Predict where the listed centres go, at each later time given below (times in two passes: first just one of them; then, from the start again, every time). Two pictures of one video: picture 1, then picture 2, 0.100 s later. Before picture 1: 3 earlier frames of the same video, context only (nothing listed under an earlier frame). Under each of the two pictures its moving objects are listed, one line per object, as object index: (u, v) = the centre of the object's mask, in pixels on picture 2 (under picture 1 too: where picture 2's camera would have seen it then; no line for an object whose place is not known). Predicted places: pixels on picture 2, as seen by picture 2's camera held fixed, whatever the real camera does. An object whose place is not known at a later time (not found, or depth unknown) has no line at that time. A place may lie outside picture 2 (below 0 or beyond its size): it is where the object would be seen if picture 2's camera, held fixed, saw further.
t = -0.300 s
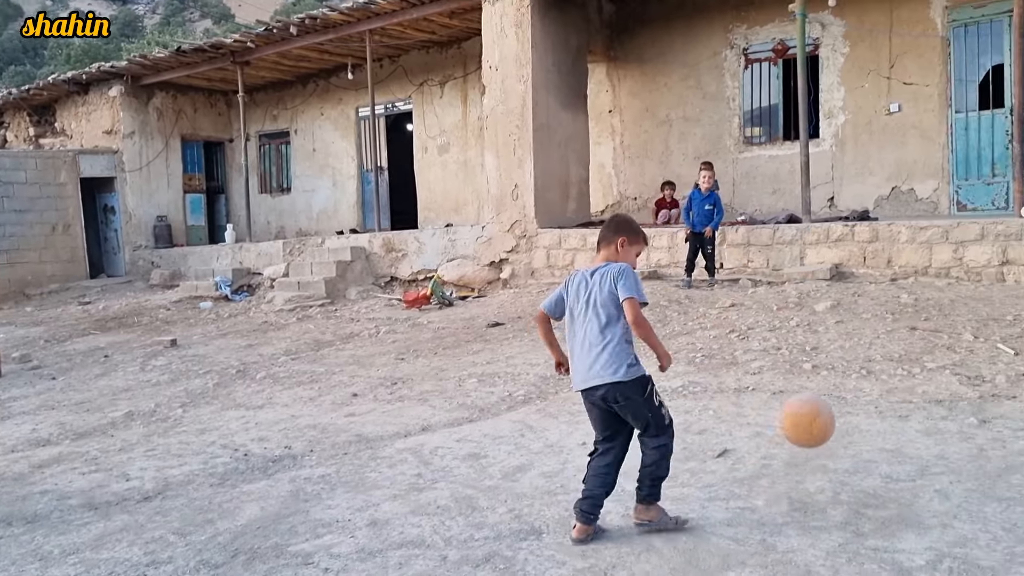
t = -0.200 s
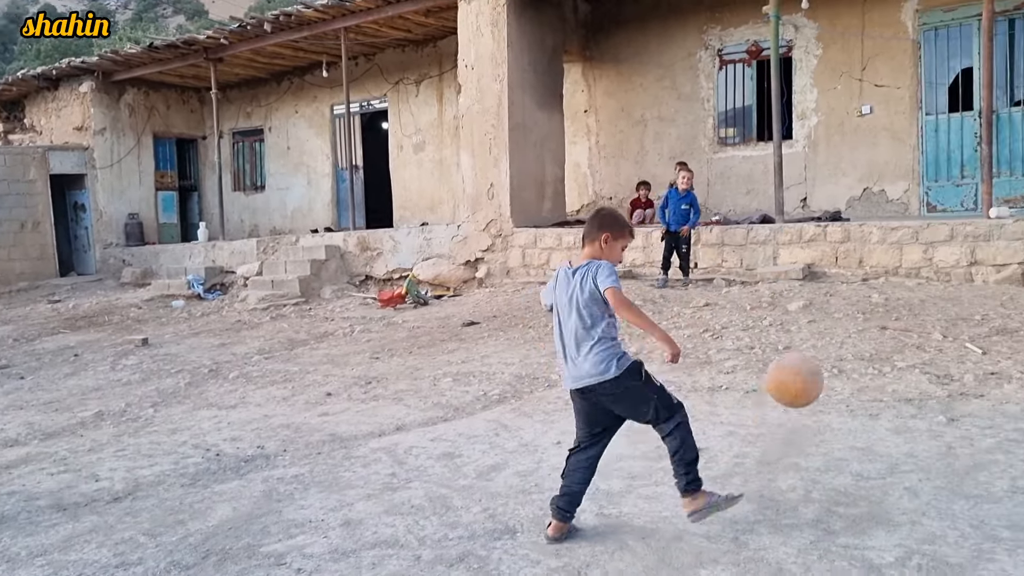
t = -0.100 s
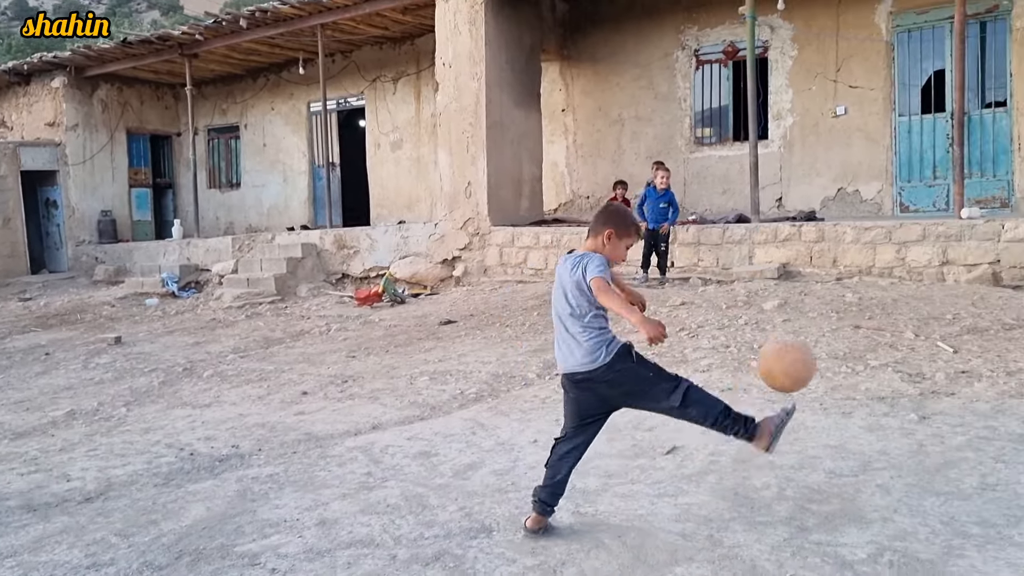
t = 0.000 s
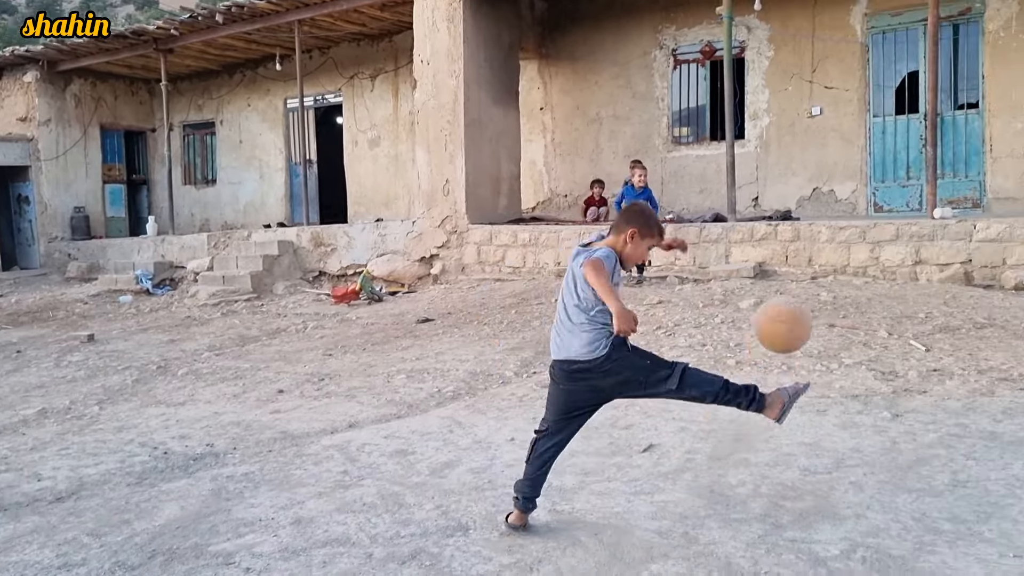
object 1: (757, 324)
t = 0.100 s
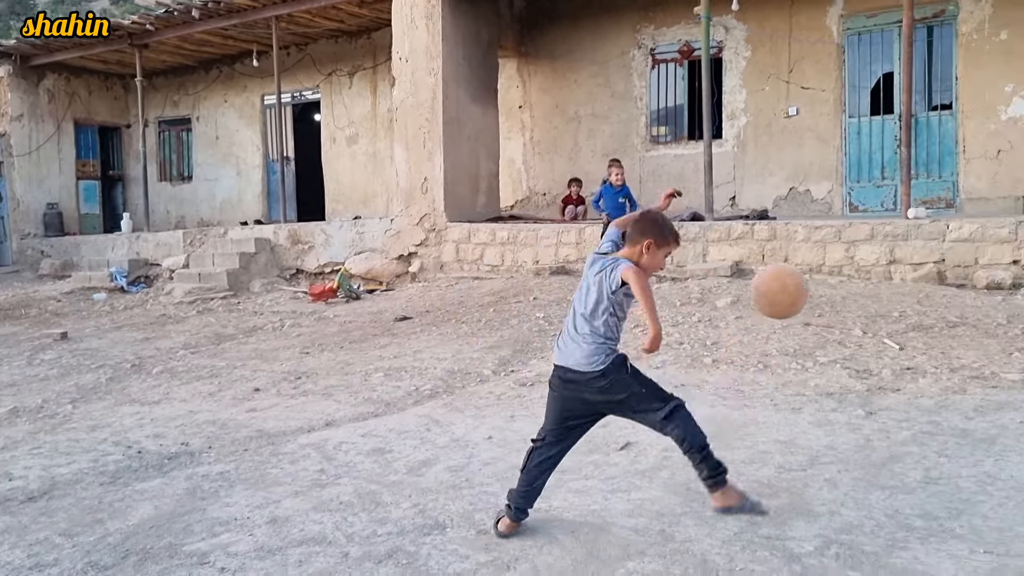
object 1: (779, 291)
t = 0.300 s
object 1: (825, 305)
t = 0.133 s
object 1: (787, 286)
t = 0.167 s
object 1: (794, 284)
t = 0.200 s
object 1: (802, 285)
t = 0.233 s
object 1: (809, 289)
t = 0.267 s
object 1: (817, 296)
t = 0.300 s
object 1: (825, 305)
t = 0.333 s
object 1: (833, 318)
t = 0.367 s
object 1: (840, 334)
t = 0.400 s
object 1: (848, 353)
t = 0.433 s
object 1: (853, 374)
